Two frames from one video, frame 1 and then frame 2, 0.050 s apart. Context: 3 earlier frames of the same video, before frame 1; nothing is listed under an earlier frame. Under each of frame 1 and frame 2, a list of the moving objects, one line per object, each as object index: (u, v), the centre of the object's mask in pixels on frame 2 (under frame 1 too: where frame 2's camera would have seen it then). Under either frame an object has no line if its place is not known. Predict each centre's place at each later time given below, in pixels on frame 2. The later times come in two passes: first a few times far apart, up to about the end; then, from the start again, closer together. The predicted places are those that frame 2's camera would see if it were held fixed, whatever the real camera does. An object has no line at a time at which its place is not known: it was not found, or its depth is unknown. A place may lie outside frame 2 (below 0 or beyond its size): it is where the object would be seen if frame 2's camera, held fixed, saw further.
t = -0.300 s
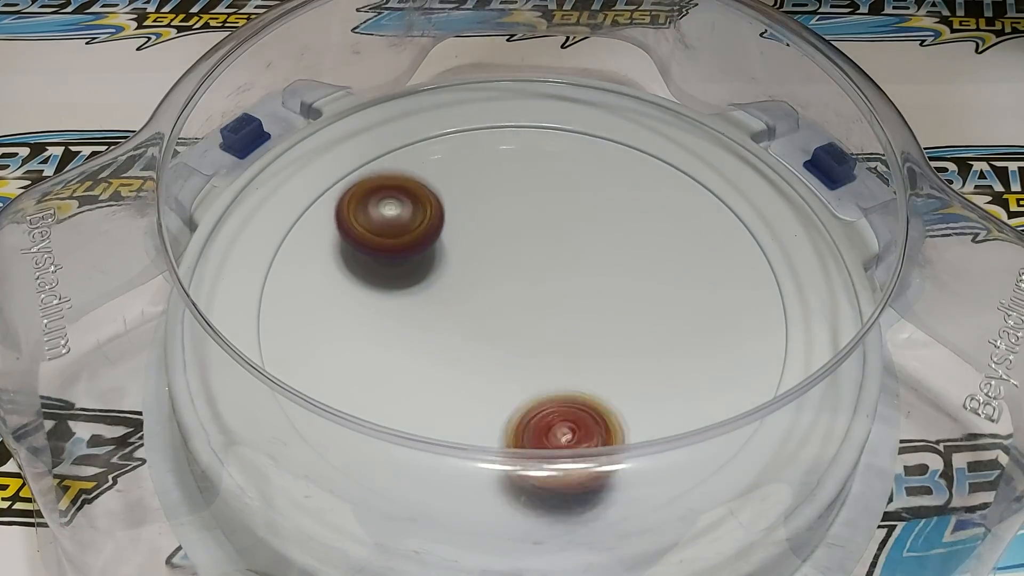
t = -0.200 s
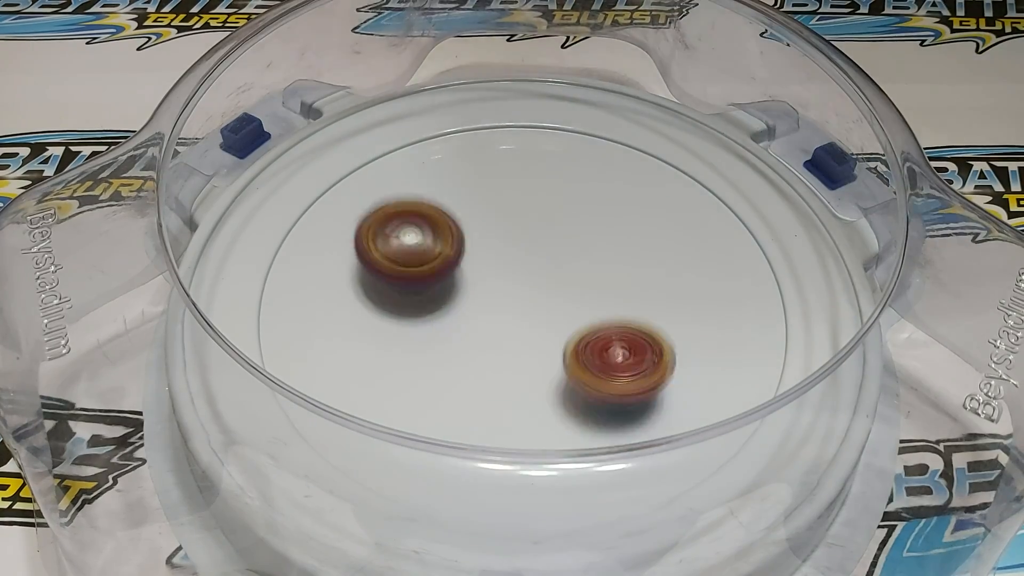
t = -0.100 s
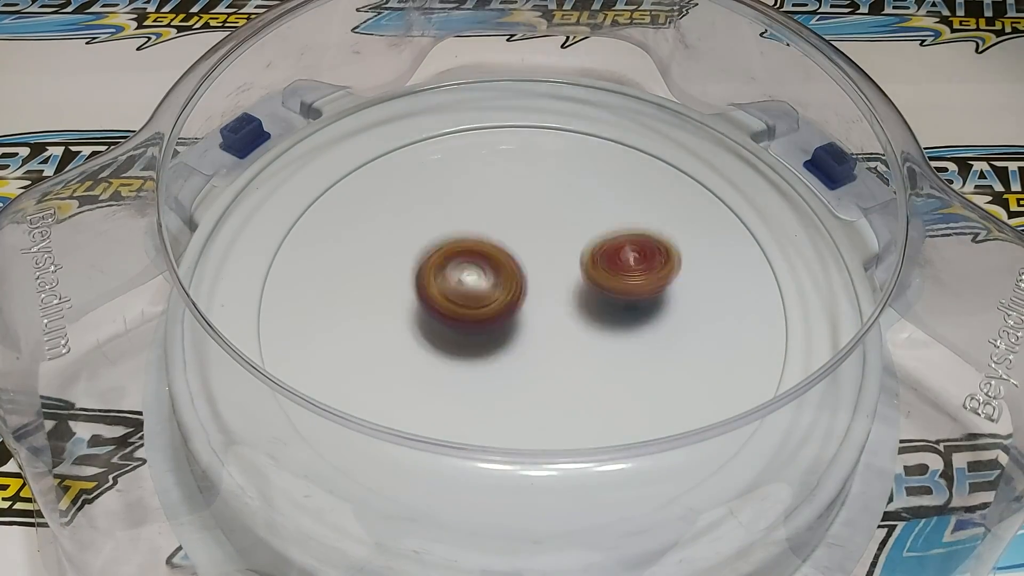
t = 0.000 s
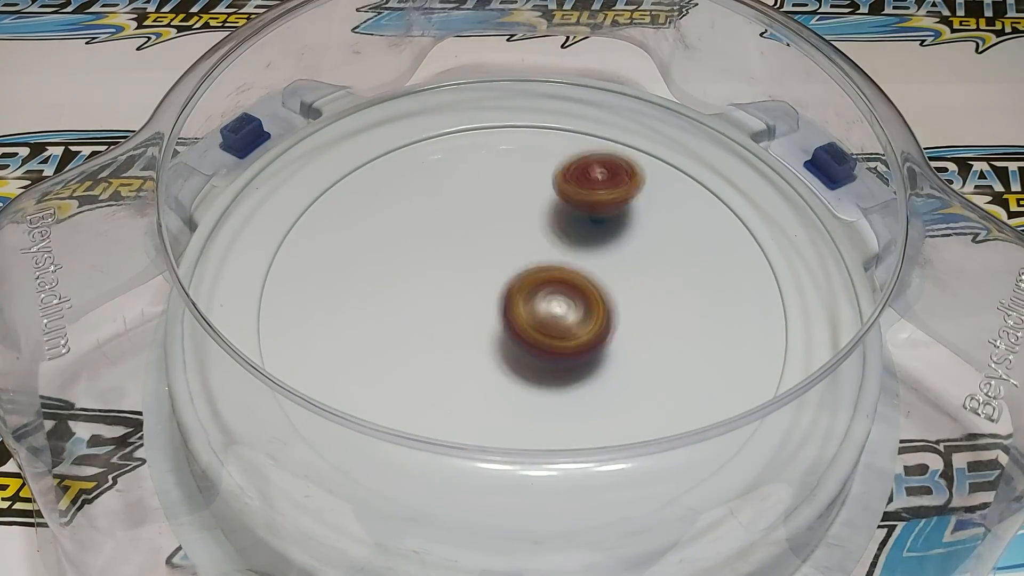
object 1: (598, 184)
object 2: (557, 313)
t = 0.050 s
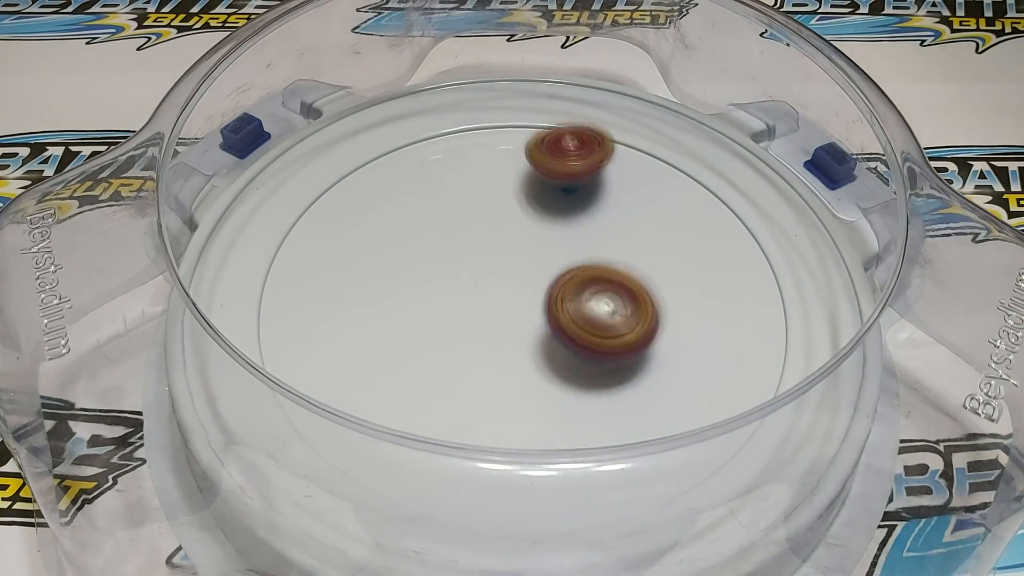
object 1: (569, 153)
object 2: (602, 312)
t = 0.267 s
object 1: (409, 136)
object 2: (698, 217)
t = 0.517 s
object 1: (289, 326)
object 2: (509, 114)
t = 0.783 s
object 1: (694, 449)
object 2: (327, 297)
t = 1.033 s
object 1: (650, 125)
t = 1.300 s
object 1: (297, 354)
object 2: (635, 105)
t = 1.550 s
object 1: (787, 276)
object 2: (278, 213)
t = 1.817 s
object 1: (296, 208)
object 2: (747, 366)
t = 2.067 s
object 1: (754, 387)
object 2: (533, 51)
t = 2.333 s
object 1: (399, 126)
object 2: (269, 363)
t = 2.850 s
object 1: (641, 181)
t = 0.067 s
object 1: (559, 145)
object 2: (617, 311)
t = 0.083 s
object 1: (548, 139)
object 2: (630, 313)
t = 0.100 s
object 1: (536, 133)
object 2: (643, 311)
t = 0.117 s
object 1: (524, 128)
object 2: (655, 300)
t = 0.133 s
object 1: (512, 124)
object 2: (666, 294)
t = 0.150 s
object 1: (500, 122)
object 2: (676, 292)
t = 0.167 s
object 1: (487, 121)
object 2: (683, 281)
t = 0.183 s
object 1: (474, 120)
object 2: (690, 266)
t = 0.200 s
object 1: (461, 122)
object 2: (694, 256)
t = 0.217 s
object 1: (447, 123)
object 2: (698, 250)
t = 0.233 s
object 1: (435, 126)
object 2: (699, 242)
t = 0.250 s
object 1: (421, 130)
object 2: (699, 229)
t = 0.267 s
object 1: (409, 136)
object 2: (698, 217)
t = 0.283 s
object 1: (396, 141)
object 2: (692, 201)
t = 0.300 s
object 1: (385, 148)
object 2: (685, 186)
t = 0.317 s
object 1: (371, 156)
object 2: (677, 177)
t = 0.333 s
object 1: (360, 165)
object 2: (670, 172)
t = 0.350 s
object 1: (348, 175)
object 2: (658, 160)
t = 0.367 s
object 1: (338, 187)
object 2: (647, 150)
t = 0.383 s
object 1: (327, 198)
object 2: (634, 142)
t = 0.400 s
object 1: (319, 211)
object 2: (621, 134)
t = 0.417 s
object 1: (310, 225)
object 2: (606, 129)
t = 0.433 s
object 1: (304, 240)
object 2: (591, 122)
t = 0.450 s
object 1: (298, 256)
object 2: (575, 119)
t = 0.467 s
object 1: (292, 272)
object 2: (560, 116)
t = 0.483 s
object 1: (289, 289)
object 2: (543, 115)
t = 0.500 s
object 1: (287, 307)
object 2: (527, 114)
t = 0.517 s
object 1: (289, 326)
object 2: (509, 114)
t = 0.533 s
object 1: (294, 341)
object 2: (492, 116)
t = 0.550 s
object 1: (295, 362)
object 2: (475, 119)
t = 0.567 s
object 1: (300, 385)
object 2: (458, 123)
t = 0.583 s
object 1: (314, 399)
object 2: (441, 128)
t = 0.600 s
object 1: (333, 423)
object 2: (425, 135)
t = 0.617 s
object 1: (356, 439)
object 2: (408, 143)
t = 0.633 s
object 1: (383, 453)
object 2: (392, 155)
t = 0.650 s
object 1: (414, 474)
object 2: (377, 164)
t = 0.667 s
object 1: (444, 492)
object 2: (365, 176)
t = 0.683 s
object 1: (480, 500)
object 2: (351, 192)
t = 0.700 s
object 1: (517, 507)
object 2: (343, 204)
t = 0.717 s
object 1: (556, 506)
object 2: (333, 222)
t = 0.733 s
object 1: (592, 505)
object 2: (325, 243)
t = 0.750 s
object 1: (628, 485)
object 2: (324, 258)
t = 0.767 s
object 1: (663, 464)
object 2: (326, 275)
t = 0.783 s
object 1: (694, 449)
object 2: (327, 297)
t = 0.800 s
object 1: (720, 435)
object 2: (331, 327)
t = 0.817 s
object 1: (739, 411)
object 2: (342, 347)
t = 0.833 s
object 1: (755, 385)
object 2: (360, 366)
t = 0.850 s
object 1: (767, 358)
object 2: (379, 383)
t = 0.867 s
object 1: (781, 339)
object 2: (398, 403)
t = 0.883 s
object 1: (788, 316)
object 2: (423, 437)
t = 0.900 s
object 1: (789, 289)
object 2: (451, 459)
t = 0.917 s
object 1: (785, 264)
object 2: (483, 460)
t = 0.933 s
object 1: (776, 240)
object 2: (518, 463)
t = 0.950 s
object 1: (765, 216)
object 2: (556, 466)
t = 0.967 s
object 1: (749, 194)
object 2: (592, 483)
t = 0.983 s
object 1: (728, 174)
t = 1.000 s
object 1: (704, 155)
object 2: (654, 464)
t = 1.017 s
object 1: (678, 138)
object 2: (674, 435)
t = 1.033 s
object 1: (650, 125)
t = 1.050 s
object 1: (620, 114)
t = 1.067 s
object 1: (586, 106)
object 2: (726, 358)
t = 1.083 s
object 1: (552, 103)
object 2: (743, 329)
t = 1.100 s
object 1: (518, 101)
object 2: (752, 300)
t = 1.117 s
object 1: (482, 103)
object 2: (760, 273)
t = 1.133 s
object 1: (447, 108)
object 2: (768, 247)
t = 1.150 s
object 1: (414, 118)
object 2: (771, 220)
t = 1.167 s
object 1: (383, 132)
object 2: (769, 198)
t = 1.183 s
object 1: (353, 149)
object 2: (768, 172)
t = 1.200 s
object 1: (326, 172)
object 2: (765, 152)
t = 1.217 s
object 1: (302, 198)
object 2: (747, 138)
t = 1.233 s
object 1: (284, 226)
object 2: (725, 130)
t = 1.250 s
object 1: (274, 259)
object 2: (703, 124)
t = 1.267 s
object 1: (269, 292)
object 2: (679, 118)
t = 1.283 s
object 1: (277, 324)
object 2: (657, 111)
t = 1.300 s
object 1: (297, 354)
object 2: (635, 105)
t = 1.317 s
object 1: (313, 395)
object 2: (611, 102)
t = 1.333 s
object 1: (343, 426)
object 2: (587, 99)
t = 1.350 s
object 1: (381, 455)
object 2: (562, 97)
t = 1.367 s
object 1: (424, 489)
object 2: (535, 99)
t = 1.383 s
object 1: (475, 499)
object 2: (509, 102)
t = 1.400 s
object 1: (531, 507)
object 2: (484, 102)
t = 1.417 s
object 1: (585, 506)
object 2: (458, 108)
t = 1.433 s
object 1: (633, 485)
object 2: (432, 118)
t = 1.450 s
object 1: (676, 463)
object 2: (407, 127)
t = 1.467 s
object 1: (717, 436)
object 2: (386, 132)
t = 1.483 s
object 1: (742, 405)
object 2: (364, 145)
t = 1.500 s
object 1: (765, 376)
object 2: (340, 160)
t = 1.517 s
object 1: (780, 341)
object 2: (319, 176)
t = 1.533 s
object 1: (789, 310)
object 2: (298, 193)
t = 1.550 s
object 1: (787, 276)
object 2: (278, 213)
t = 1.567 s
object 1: (777, 246)
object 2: (268, 237)
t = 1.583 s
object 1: (762, 215)
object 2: (268, 273)
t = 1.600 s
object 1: (741, 188)
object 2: (271, 301)
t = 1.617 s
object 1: (712, 163)
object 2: (283, 327)
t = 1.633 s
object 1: (682, 143)
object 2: (285, 363)
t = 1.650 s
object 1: (650, 128)
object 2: (299, 405)
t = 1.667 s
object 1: (612, 115)
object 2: (342, 433)
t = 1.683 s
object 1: (573, 106)
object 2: (386, 465)
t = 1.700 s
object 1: (534, 103)
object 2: (430, 482)
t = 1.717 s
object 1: (495, 105)
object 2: (486, 493)
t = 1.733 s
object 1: (456, 110)
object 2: (543, 496)
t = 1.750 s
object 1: (418, 122)
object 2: (601, 490)
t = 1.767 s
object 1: (383, 135)
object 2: (648, 468)
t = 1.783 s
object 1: (349, 156)
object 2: (685, 438)
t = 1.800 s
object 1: (318, 178)
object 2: (711, 390)
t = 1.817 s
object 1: (296, 208)
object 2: (747, 366)
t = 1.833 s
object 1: (280, 243)
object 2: (774, 339)
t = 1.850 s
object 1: (272, 279)
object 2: (777, 309)
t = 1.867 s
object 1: (277, 317)
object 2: (763, 277)
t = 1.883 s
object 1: (286, 352)
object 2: (750, 249)
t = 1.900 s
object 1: (309, 388)
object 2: (734, 220)
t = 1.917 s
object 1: (341, 427)
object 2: (719, 193)
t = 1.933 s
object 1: (384, 463)
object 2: (700, 169)
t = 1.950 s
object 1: (430, 493)
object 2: (683, 145)
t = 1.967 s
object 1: (487, 505)
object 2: (664, 125)
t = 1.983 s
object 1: (545, 509)
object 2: (640, 108)
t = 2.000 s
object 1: (599, 492)
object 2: (619, 91)
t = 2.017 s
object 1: (654, 470)
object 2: (599, 78)
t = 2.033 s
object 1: (698, 448)
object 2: (577, 64)
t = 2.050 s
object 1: (731, 418)
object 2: (556, 54)
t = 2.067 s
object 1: (754, 387)
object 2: (533, 51)
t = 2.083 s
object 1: (770, 354)
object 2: (508, 53)
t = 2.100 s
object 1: (785, 323)
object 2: (482, 57)
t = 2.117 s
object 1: (786, 289)
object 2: (456, 61)
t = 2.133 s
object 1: (780, 254)
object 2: (431, 69)
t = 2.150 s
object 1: (765, 225)
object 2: (411, 88)
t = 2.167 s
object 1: (746, 195)
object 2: (391, 107)
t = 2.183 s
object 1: (719, 171)
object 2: (373, 130)
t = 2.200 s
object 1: (689, 150)
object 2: (352, 153)
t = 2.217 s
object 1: (657, 132)
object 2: (331, 176)
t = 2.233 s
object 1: (620, 118)
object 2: (313, 198)
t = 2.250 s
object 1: (583, 110)
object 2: (296, 225)
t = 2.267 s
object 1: (545, 104)
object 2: (282, 249)
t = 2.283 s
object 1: (507, 103)
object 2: (272, 274)
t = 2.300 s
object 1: (470, 107)
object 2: (266, 307)
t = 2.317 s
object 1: (434, 115)
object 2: (274, 327)
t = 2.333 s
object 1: (399, 126)
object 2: (269, 363)
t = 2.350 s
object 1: (366, 142)
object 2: (278, 399)
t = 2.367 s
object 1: (336, 163)
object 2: (295, 426)
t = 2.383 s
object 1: (310, 188)
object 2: (304, 474)
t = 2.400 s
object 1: (290, 215)
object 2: (338, 494)
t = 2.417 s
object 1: (278, 246)
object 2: (387, 494)
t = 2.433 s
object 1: (270, 279)
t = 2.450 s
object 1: (274, 315)
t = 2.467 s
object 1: (289, 344)
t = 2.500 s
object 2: (606, 489)
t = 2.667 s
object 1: (759, 388)
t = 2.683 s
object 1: (773, 355)
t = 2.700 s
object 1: (784, 328)
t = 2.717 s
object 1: (785, 298)
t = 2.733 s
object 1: (781, 267)
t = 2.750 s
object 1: (771, 236)
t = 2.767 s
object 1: (754, 209)
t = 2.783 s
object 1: (731, 185)
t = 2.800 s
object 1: (707, 166)
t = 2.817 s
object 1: (686, 170)
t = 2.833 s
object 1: (664, 175)
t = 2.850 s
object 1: (641, 181)
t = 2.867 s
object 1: (617, 188)
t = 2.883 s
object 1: (598, 195)
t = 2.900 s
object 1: (576, 199)
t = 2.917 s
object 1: (553, 206)
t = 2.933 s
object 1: (532, 215)
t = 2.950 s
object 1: (514, 222)
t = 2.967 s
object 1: (493, 230)
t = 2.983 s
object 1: (474, 239)
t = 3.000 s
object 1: (456, 246)
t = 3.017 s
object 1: (435, 256)
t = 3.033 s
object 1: (417, 268)
